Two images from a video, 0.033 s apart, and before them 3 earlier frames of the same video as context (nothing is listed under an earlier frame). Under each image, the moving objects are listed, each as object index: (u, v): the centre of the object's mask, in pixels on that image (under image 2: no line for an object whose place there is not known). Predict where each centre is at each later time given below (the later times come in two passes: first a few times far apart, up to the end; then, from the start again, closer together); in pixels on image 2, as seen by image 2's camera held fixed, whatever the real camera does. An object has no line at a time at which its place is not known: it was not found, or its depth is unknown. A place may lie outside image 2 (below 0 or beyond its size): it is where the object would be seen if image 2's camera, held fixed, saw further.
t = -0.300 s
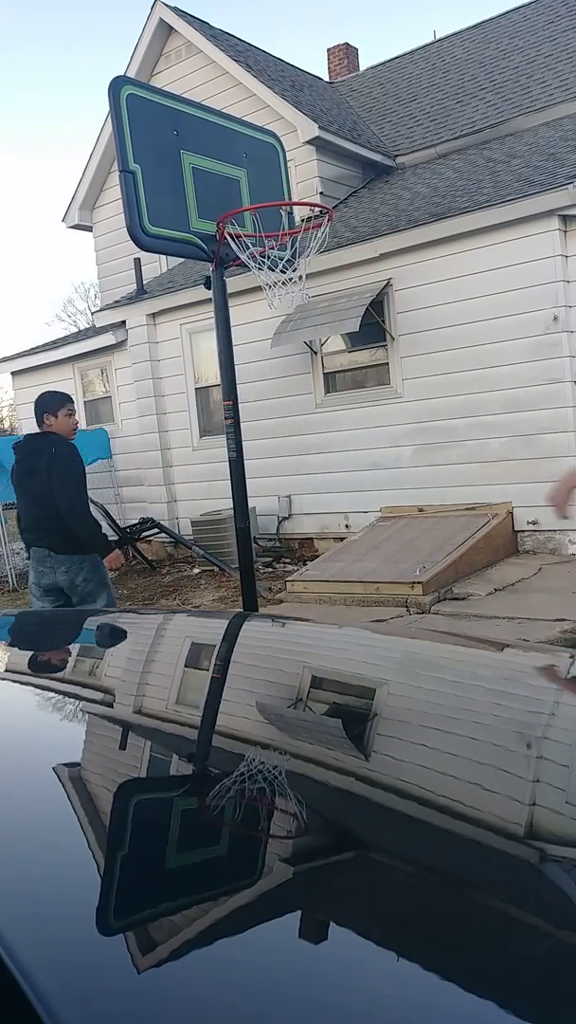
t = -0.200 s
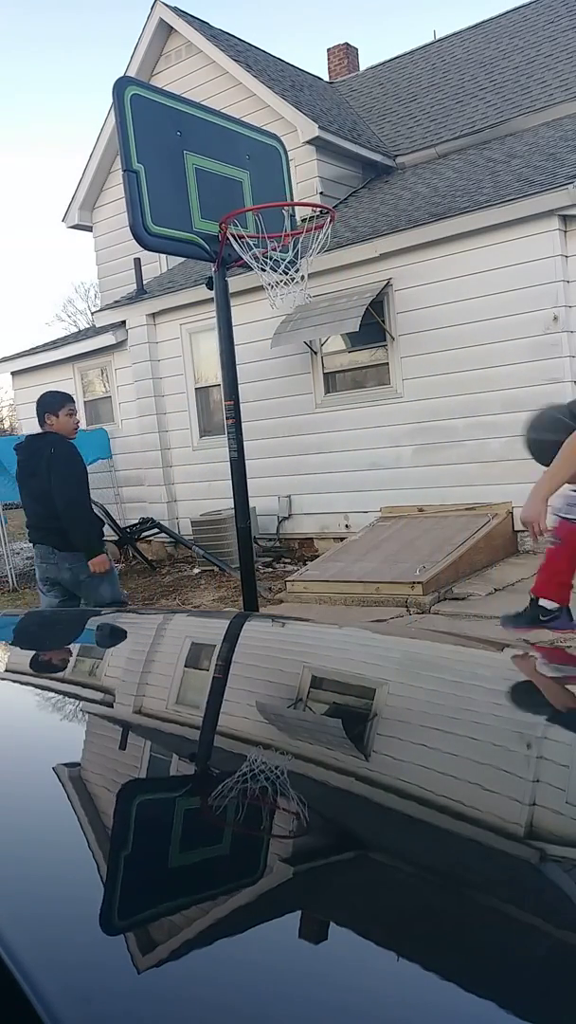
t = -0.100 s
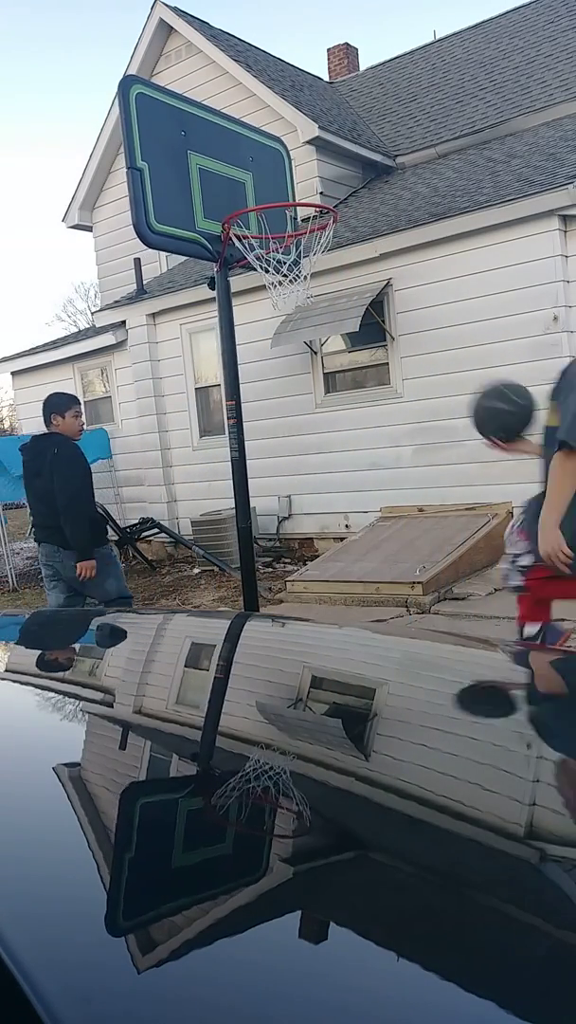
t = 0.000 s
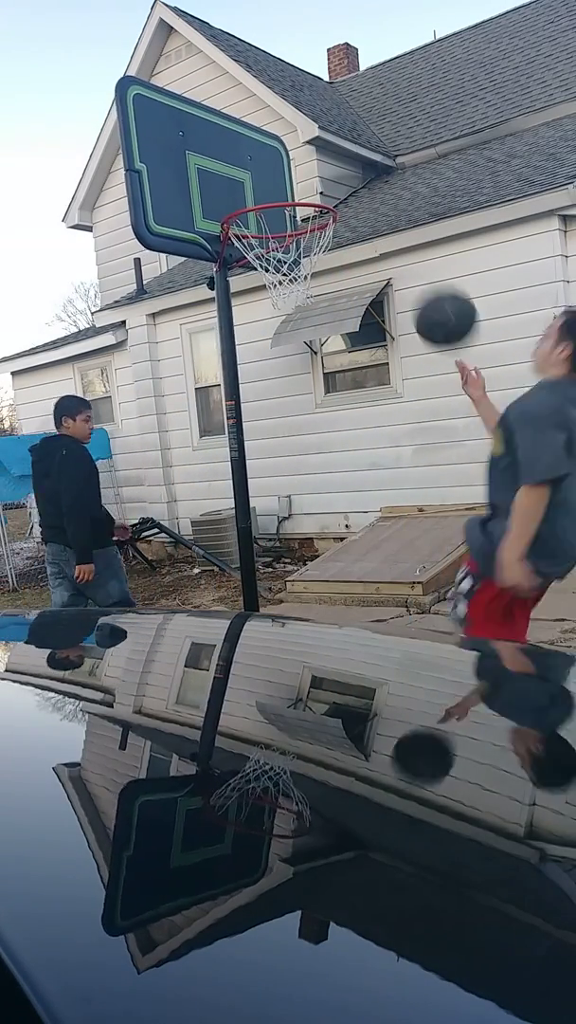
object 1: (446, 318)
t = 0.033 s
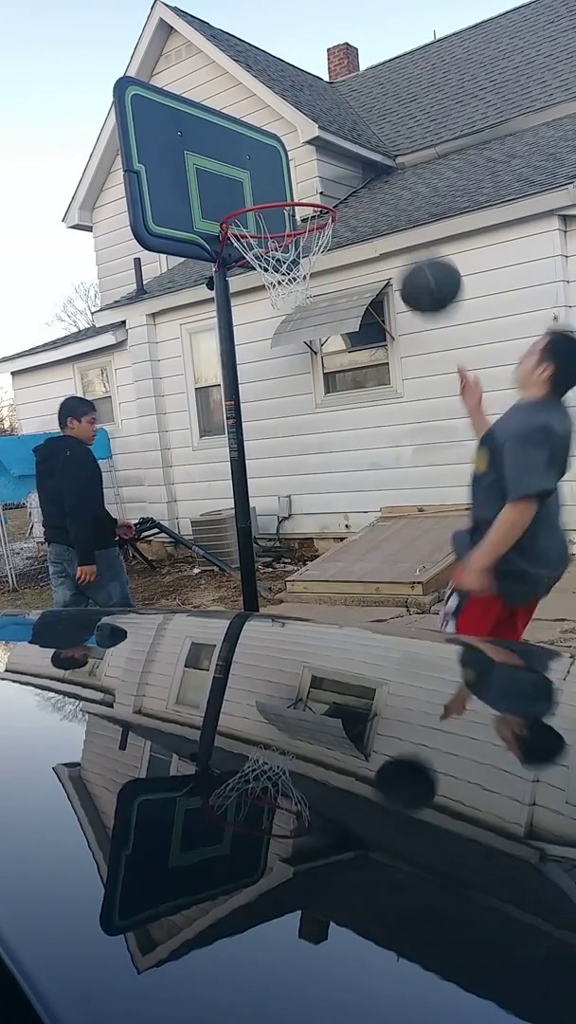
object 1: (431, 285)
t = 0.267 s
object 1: (333, 140)
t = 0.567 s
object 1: (227, 167)
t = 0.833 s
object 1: (203, 178)
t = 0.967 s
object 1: (212, 226)
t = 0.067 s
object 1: (416, 255)
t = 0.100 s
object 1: (401, 227)
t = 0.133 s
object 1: (386, 203)
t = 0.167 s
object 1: (372, 184)
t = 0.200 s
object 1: (360, 166)
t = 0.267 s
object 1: (333, 140)
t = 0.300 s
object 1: (320, 131)
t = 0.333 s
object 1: (307, 125)
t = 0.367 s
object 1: (295, 122)
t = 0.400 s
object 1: (282, 122)
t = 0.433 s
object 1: (271, 125)
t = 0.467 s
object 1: (259, 131)
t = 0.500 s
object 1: (248, 140)
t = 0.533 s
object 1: (238, 151)
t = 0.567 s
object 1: (227, 167)
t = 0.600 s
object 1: (218, 183)
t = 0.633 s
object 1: (205, 190)
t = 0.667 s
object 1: (197, 184)
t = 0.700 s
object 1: (198, 177)
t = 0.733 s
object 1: (199, 173)
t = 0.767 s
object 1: (199, 172)
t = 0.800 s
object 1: (201, 173)
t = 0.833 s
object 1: (203, 178)
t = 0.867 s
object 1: (204, 185)
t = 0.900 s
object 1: (206, 196)
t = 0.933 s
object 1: (210, 209)
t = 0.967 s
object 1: (212, 226)
